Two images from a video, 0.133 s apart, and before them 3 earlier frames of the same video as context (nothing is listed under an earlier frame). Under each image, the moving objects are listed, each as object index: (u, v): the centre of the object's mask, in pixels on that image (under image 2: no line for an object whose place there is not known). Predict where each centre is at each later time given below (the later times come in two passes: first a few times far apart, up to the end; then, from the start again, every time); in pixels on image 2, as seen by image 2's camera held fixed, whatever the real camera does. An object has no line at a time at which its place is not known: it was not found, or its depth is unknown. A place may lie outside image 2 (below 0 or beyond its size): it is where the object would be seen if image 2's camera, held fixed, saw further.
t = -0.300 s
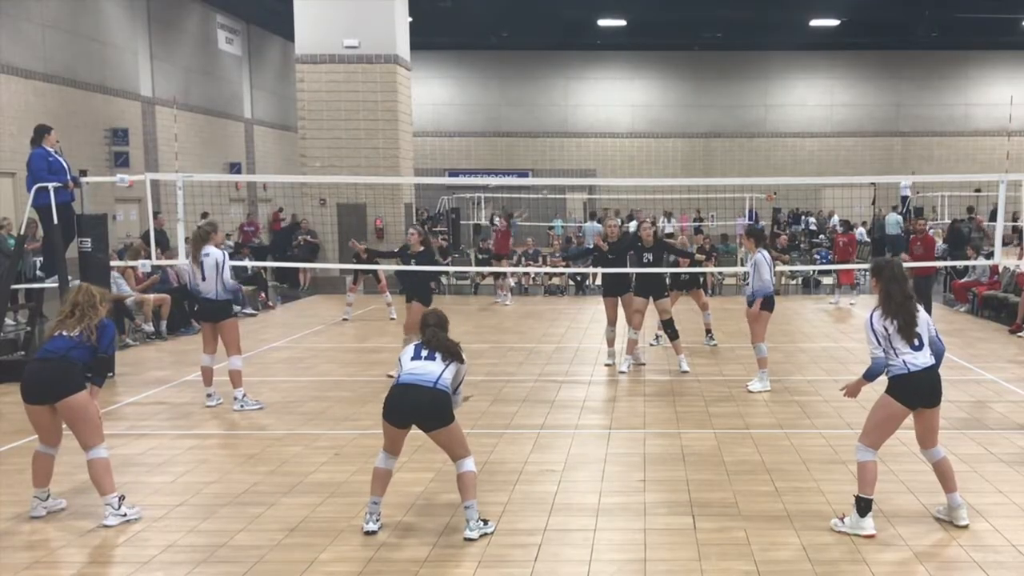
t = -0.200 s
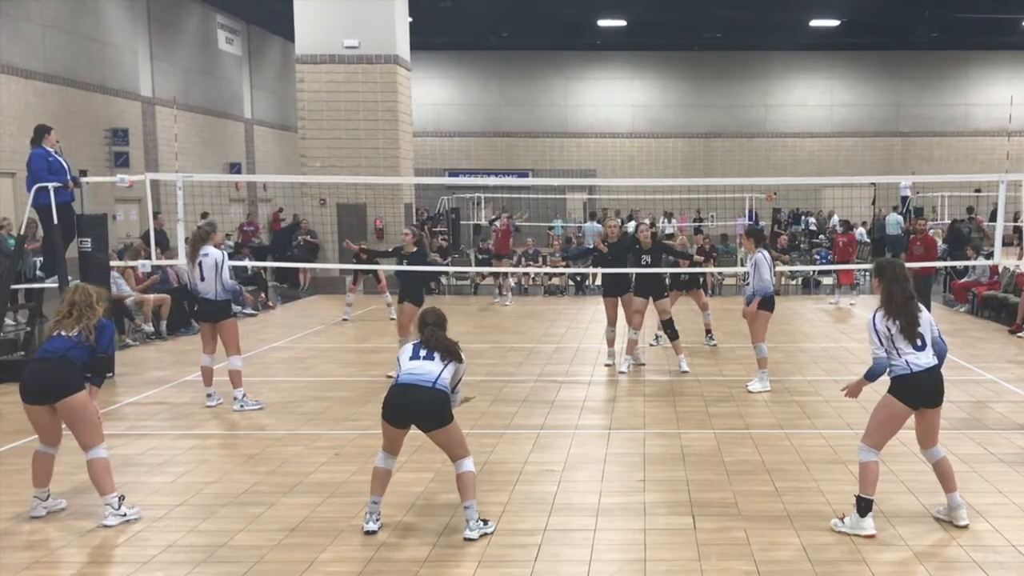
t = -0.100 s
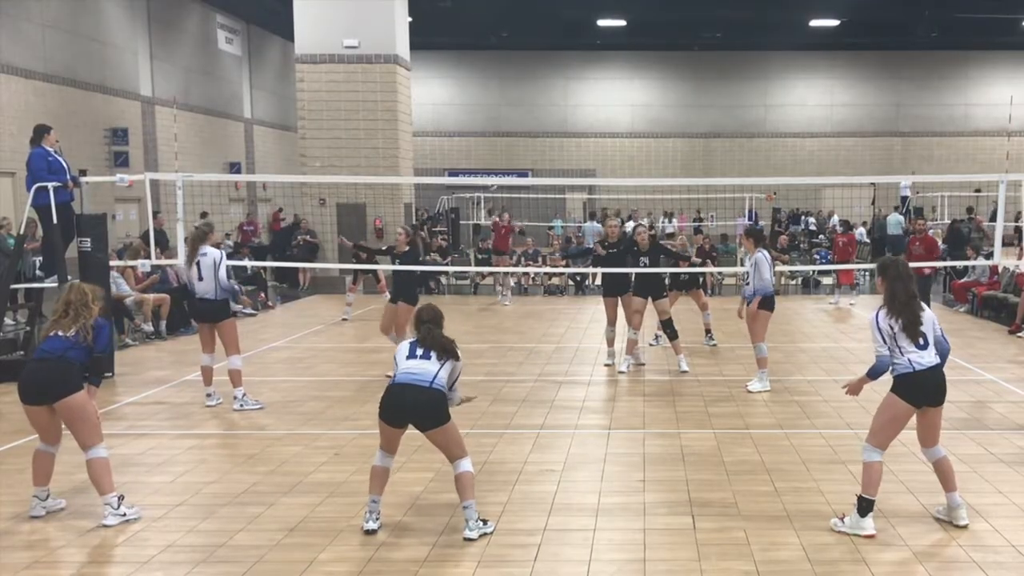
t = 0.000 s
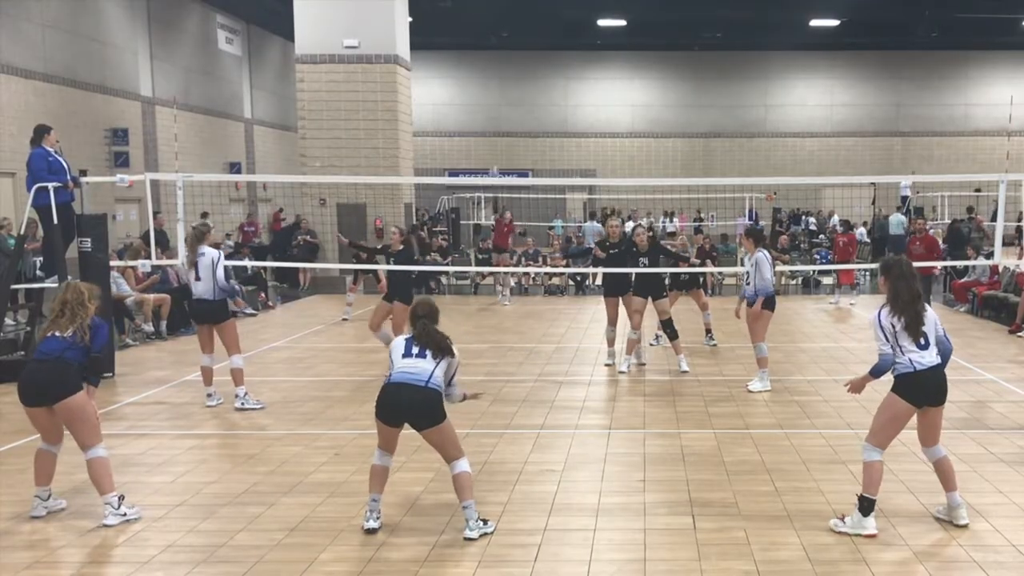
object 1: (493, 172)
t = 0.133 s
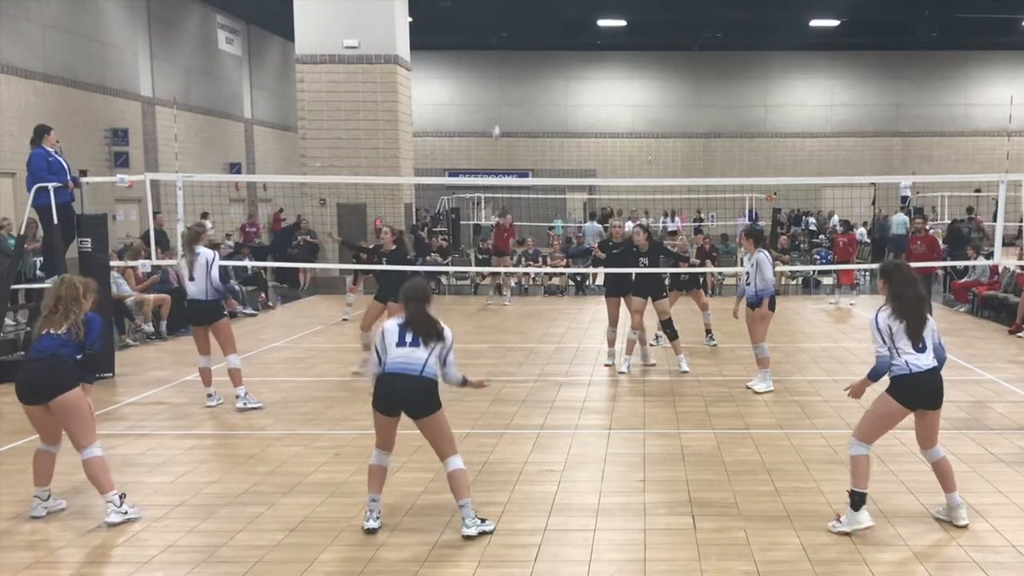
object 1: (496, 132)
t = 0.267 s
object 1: (496, 98)
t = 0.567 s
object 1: (489, 54)
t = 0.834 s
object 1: (480, 68)
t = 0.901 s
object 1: (480, 82)
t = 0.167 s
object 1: (496, 123)
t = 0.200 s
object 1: (496, 114)
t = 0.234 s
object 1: (496, 106)
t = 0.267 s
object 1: (496, 98)
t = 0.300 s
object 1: (496, 90)
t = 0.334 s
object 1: (495, 84)
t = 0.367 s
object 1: (495, 77)
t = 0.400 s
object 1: (495, 72)
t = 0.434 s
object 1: (493, 67)
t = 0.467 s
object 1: (492, 62)
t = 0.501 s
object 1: (491, 59)
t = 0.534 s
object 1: (491, 56)
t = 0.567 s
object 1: (489, 54)
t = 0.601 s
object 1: (488, 53)
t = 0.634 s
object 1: (487, 53)
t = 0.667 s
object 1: (486, 53)
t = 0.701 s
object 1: (485, 54)
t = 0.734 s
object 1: (484, 56)
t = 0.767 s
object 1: (483, 59)
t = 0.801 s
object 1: (482, 62)
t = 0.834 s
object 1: (480, 68)
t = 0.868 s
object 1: (480, 75)
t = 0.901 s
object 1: (480, 82)
